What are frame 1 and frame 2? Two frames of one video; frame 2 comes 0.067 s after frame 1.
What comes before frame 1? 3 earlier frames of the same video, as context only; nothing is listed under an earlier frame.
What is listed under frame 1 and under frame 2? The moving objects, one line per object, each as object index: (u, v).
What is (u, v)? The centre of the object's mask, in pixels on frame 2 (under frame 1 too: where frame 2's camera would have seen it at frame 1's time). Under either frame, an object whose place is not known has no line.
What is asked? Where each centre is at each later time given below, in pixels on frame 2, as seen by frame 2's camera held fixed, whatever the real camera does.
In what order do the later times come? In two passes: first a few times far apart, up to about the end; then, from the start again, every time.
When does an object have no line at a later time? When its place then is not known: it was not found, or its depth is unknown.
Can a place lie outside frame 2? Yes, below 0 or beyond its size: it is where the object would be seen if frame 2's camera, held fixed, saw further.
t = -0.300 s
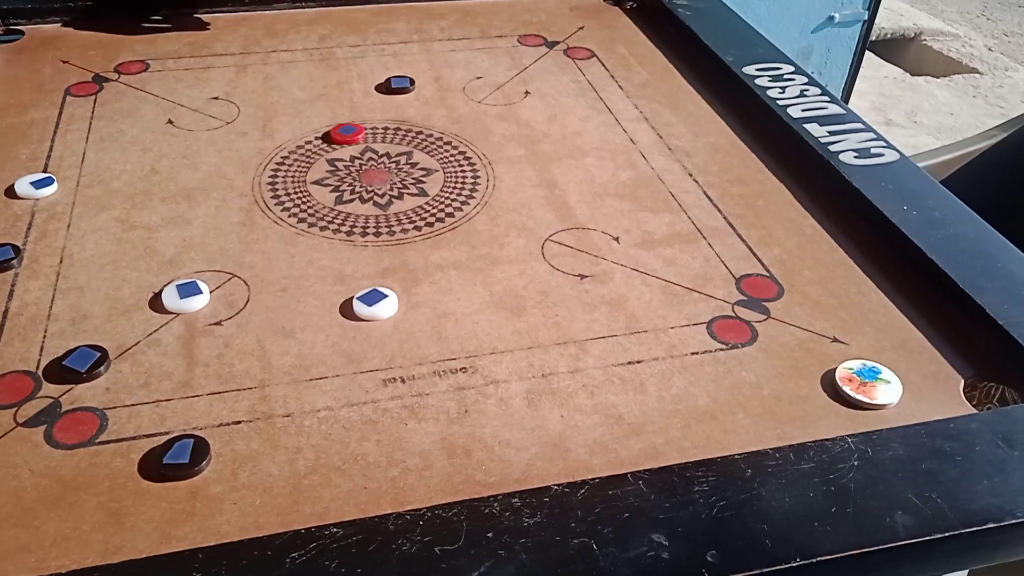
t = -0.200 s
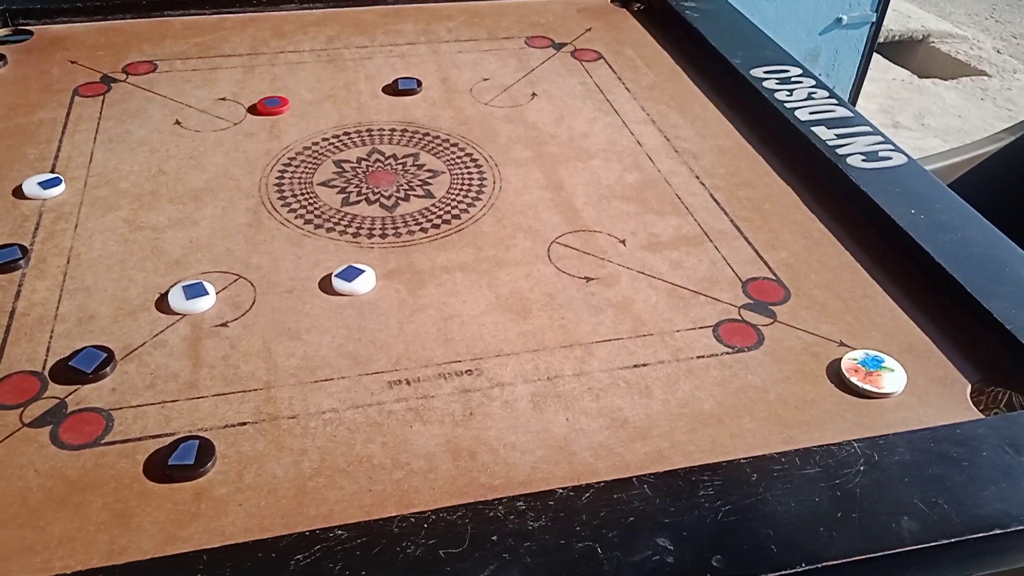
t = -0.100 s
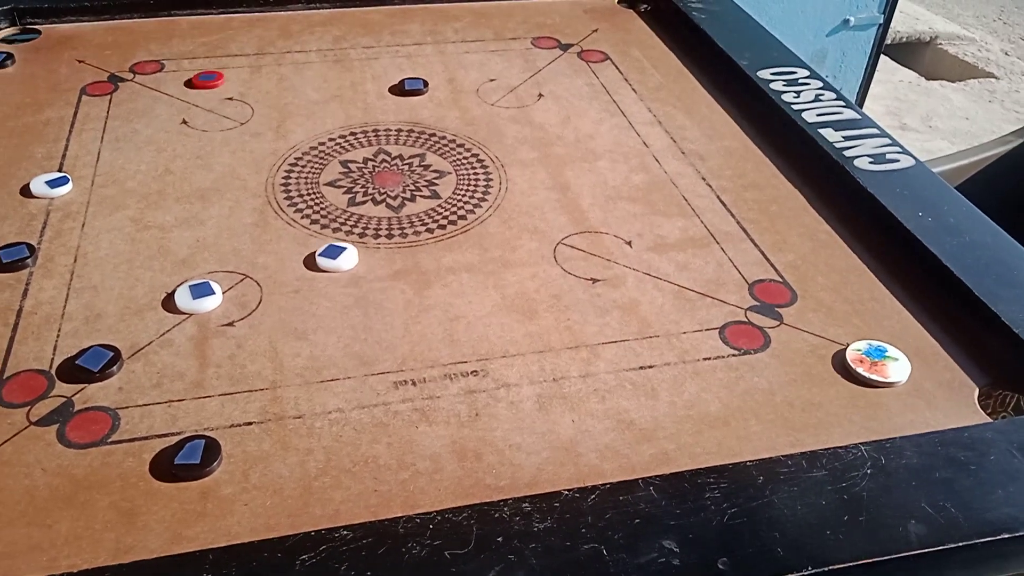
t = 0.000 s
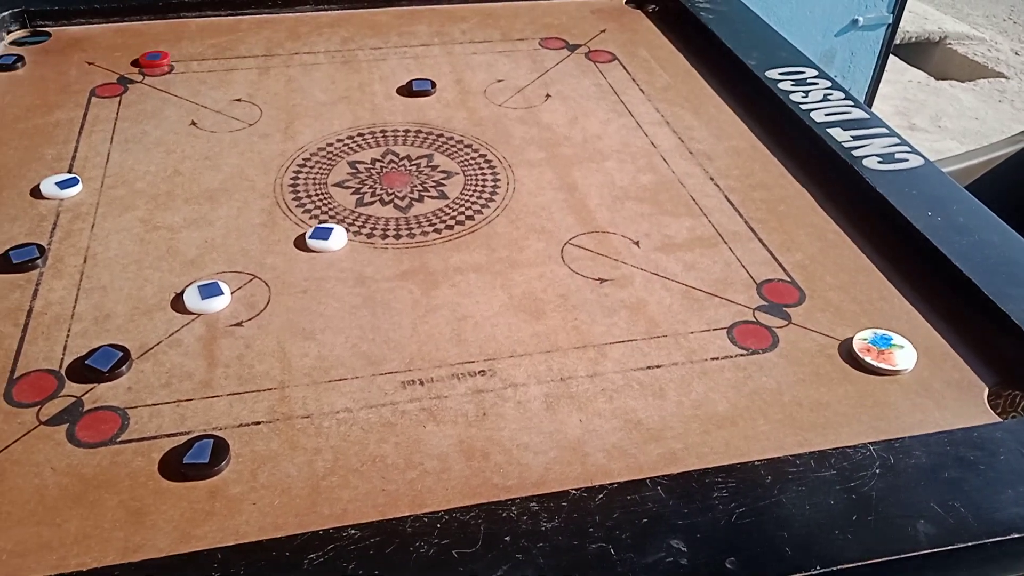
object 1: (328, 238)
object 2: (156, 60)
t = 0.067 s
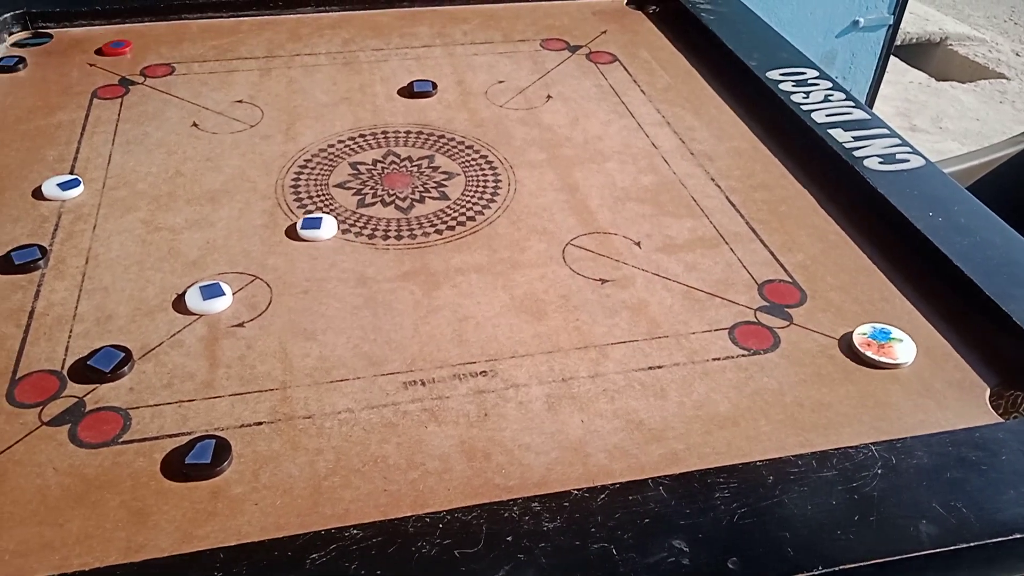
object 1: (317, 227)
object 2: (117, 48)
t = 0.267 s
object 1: (294, 199)
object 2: (25, 39)
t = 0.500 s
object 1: (277, 176)
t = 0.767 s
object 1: (265, 162)
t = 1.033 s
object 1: (263, 159)
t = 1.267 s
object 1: (263, 159)
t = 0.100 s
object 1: (312, 222)
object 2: (98, 42)
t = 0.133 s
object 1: (308, 217)
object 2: (81, 37)
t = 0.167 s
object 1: (304, 212)
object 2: (63, 32)
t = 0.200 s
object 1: (300, 208)
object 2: (39, 39)
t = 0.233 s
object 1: (297, 203)
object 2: (16, 43)
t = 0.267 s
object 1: (294, 199)
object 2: (25, 39)
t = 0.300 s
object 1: (291, 195)
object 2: (32, 40)
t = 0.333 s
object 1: (288, 192)
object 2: (35, 42)
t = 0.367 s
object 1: (286, 189)
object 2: (35, 40)
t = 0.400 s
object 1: (283, 185)
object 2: (36, 41)
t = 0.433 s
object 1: (281, 182)
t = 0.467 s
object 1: (279, 179)
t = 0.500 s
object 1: (277, 176)
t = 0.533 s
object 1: (274, 174)
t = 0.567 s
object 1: (273, 172)
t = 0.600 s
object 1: (271, 169)
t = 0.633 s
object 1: (269, 167)
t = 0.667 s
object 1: (268, 166)
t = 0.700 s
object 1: (267, 164)
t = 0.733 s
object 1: (266, 163)
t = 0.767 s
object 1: (265, 162)
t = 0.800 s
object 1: (264, 161)
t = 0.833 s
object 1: (264, 161)
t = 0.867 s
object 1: (264, 160)
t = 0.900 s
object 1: (263, 160)
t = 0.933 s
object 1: (263, 160)
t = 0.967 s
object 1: (263, 159)
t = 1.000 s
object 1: (263, 159)
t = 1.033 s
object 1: (263, 159)
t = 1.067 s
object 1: (263, 160)
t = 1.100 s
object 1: (263, 160)
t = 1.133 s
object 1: (263, 159)
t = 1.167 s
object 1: (264, 159)
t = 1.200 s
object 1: (263, 159)
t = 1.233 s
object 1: (263, 160)
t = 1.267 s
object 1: (263, 159)
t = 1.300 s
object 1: (263, 160)
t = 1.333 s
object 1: (263, 160)
